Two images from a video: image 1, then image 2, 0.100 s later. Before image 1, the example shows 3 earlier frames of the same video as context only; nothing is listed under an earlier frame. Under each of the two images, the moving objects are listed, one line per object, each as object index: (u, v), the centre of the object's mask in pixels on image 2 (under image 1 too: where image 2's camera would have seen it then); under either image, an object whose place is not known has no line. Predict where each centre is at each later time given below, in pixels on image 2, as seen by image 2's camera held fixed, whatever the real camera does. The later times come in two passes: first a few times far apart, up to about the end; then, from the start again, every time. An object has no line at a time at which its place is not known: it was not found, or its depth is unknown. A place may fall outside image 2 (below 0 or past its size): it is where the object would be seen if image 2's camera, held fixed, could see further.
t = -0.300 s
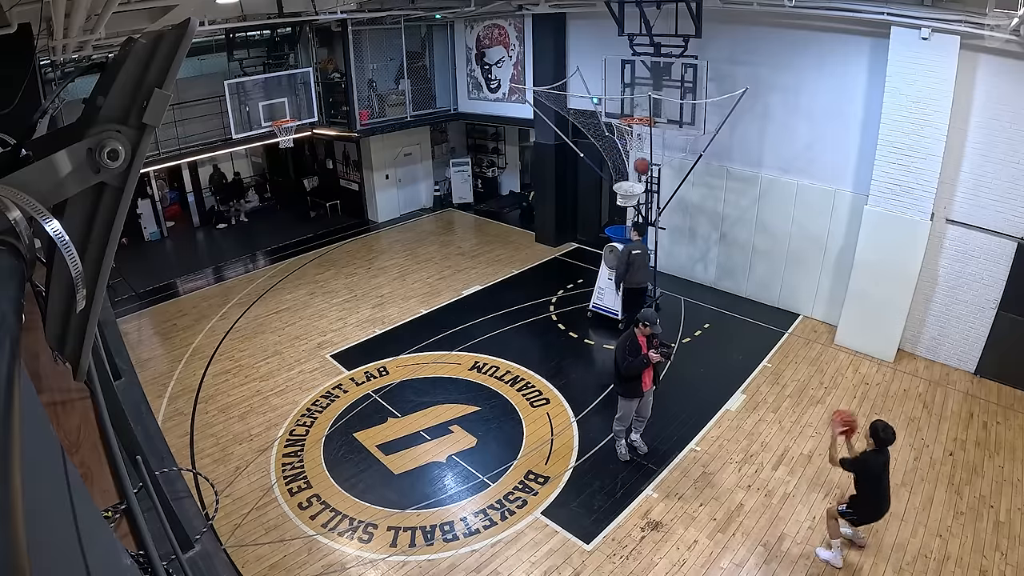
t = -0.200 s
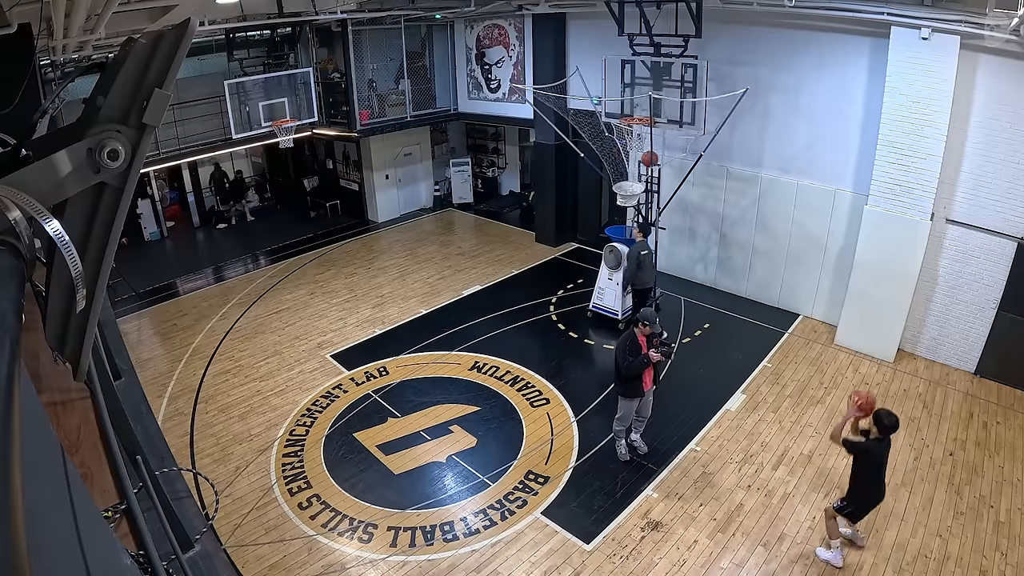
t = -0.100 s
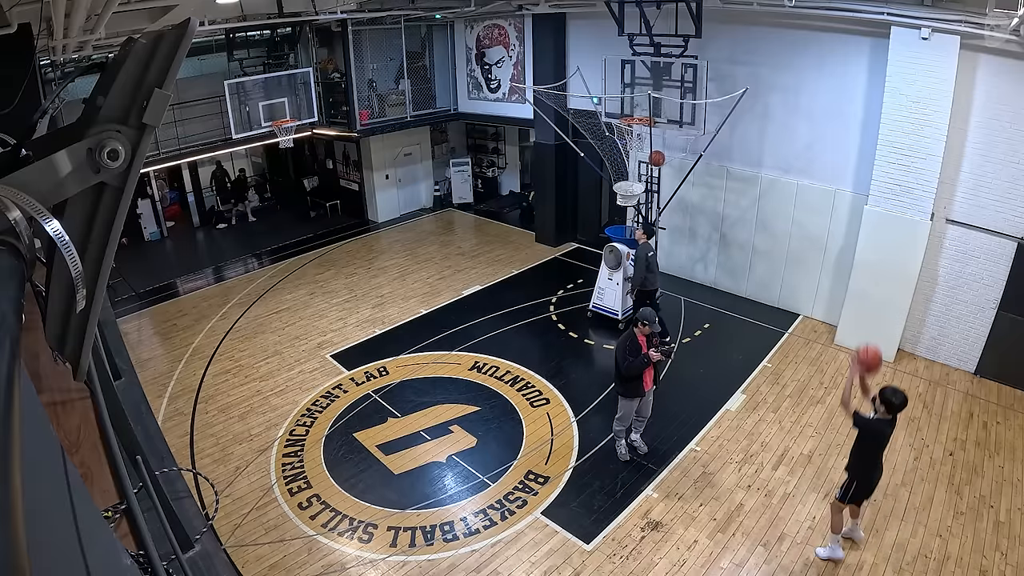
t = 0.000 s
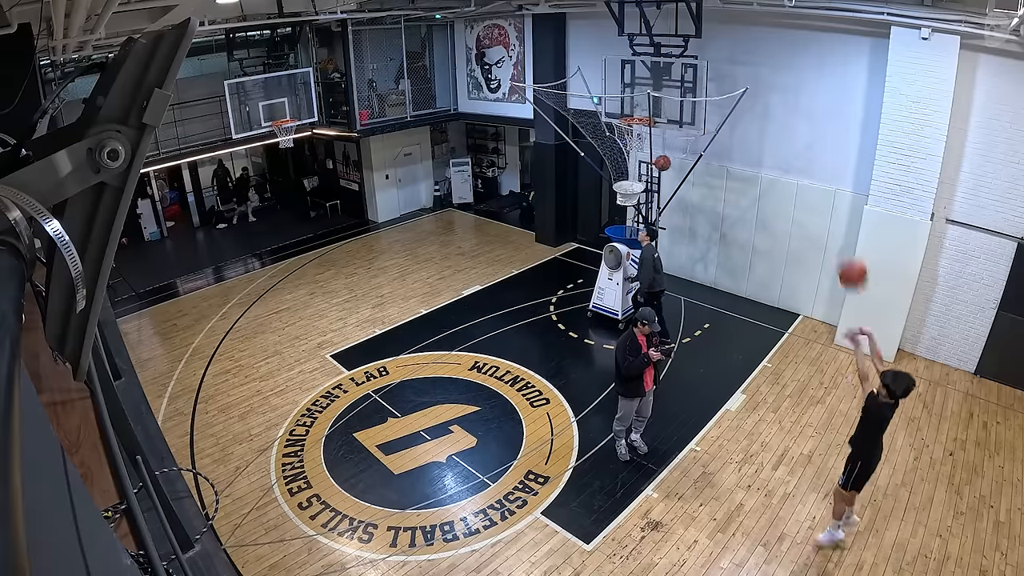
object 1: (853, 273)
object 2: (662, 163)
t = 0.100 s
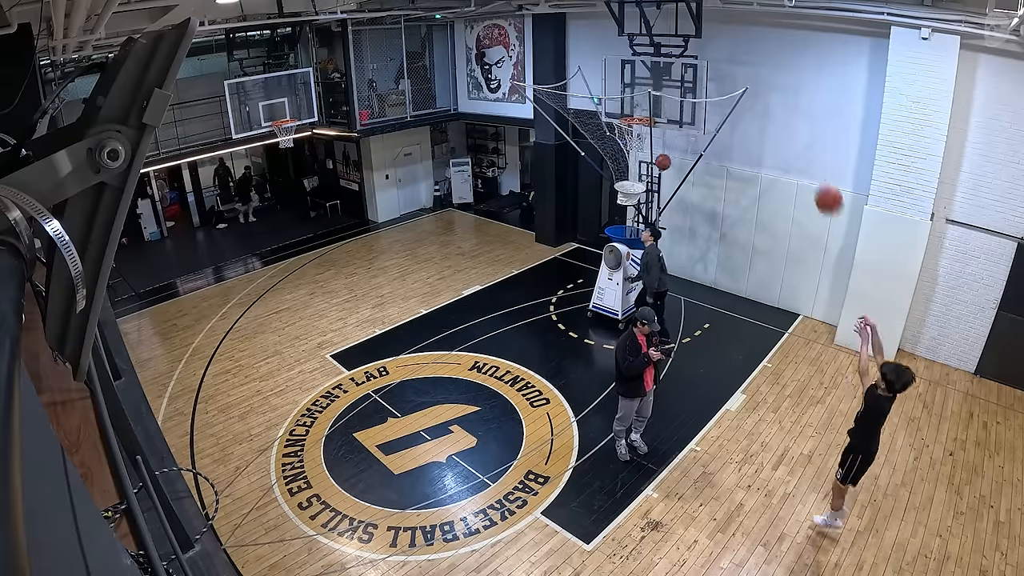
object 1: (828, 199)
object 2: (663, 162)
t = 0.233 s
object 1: (793, 127)
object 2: (655, 155)
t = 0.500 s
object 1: (730, 62)
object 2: (632, 168)
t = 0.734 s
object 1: (688, 66)
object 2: (625, 193)
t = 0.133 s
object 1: (819, 178)
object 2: (661, 160)
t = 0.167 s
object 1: (811, 159)
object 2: (659, 158)
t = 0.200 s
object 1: (802, 143)
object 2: (657, 156)
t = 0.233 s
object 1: (793, 127)
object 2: (655, 155)
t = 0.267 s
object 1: (785, 114)
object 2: (652, 155)
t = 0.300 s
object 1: (777, 102)
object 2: (649, 154)
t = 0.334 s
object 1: (768, 92)
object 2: (646, 155)
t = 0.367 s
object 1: (760, 83)
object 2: (644, 155)
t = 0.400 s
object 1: (753, 75)
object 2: (641, 157)
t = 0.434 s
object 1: (745, 69)
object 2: (638, 160)
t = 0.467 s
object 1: (737, 65)
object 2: (635, 164)
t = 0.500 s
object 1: (730, 62)
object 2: (632, 168)
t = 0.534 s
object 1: (724, 59)
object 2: (630, 172)
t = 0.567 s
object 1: (717, 58)
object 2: (627, 178)
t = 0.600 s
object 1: (710, 58)
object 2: (623, 186)
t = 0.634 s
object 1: (705, 58)
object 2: (621, 188)
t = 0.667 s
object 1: (699, 60)
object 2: (620, 191)
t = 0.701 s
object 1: (694, 63)
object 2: (622, 192)
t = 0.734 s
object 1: (688, 66)
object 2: (625, 193)
